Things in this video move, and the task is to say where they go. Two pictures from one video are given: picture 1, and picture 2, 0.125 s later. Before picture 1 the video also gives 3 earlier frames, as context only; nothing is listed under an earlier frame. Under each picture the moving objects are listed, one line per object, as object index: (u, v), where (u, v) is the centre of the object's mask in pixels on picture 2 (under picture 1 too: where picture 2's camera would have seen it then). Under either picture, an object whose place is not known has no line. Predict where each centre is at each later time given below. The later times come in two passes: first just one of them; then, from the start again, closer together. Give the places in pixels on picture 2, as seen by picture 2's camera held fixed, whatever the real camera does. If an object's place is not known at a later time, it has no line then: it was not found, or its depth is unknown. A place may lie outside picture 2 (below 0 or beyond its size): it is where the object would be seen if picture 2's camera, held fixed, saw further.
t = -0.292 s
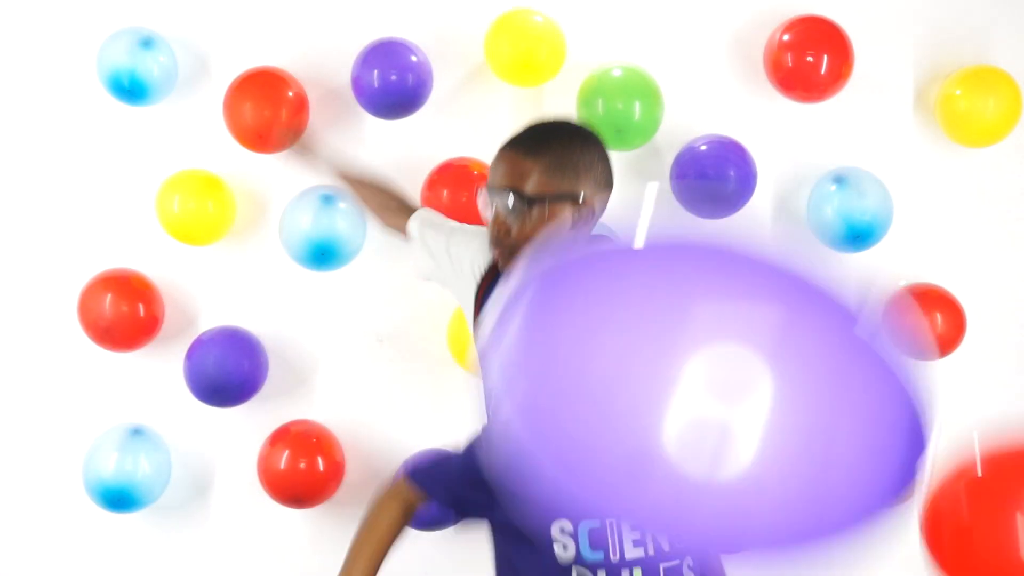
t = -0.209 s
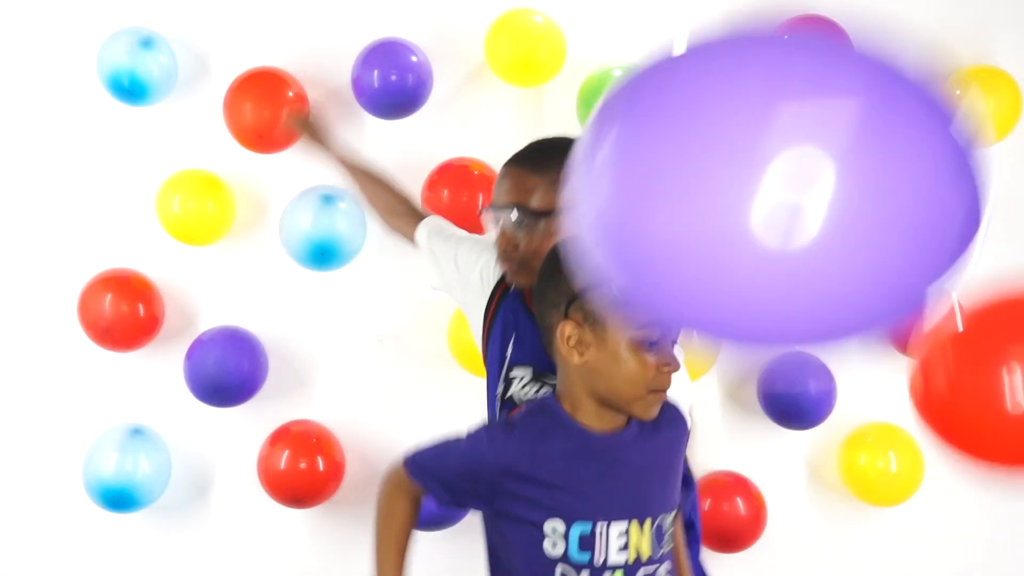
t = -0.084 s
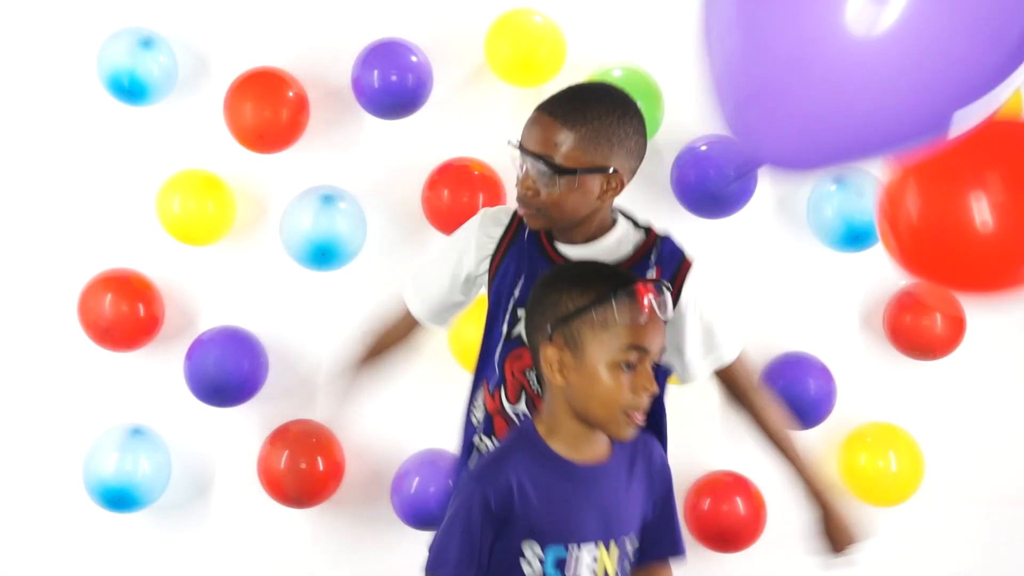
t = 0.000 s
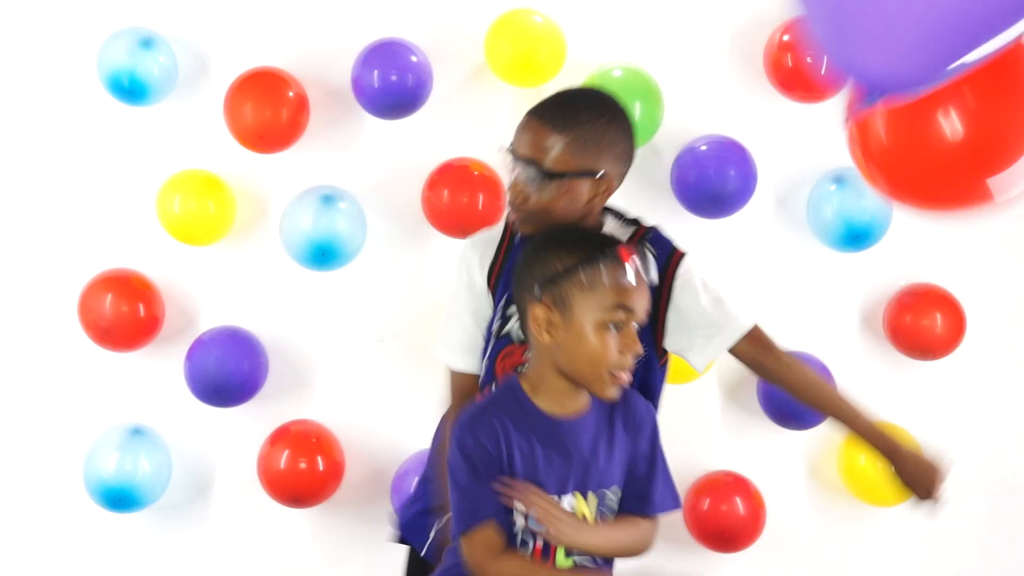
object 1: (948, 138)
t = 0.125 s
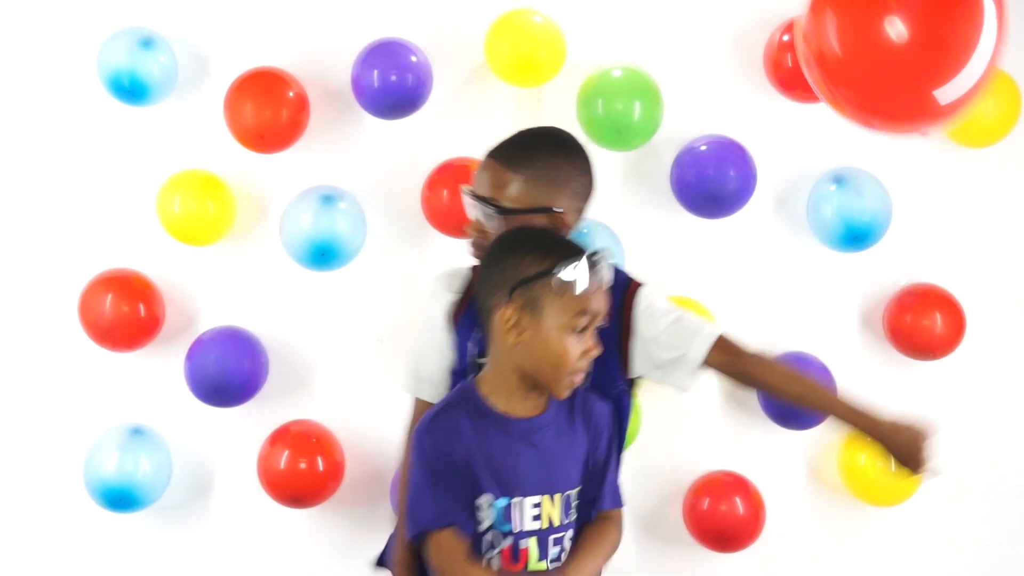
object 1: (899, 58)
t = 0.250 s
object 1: (853, 39)
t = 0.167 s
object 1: (883, 50)
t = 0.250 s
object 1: (853, 39)
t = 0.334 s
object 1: (825, 31)
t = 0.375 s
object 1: (812, 27)
